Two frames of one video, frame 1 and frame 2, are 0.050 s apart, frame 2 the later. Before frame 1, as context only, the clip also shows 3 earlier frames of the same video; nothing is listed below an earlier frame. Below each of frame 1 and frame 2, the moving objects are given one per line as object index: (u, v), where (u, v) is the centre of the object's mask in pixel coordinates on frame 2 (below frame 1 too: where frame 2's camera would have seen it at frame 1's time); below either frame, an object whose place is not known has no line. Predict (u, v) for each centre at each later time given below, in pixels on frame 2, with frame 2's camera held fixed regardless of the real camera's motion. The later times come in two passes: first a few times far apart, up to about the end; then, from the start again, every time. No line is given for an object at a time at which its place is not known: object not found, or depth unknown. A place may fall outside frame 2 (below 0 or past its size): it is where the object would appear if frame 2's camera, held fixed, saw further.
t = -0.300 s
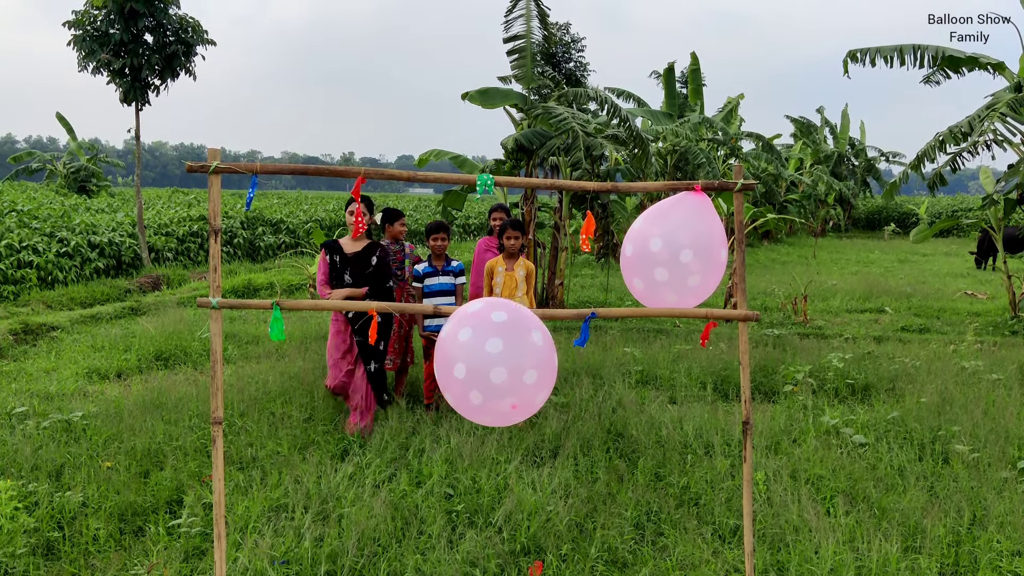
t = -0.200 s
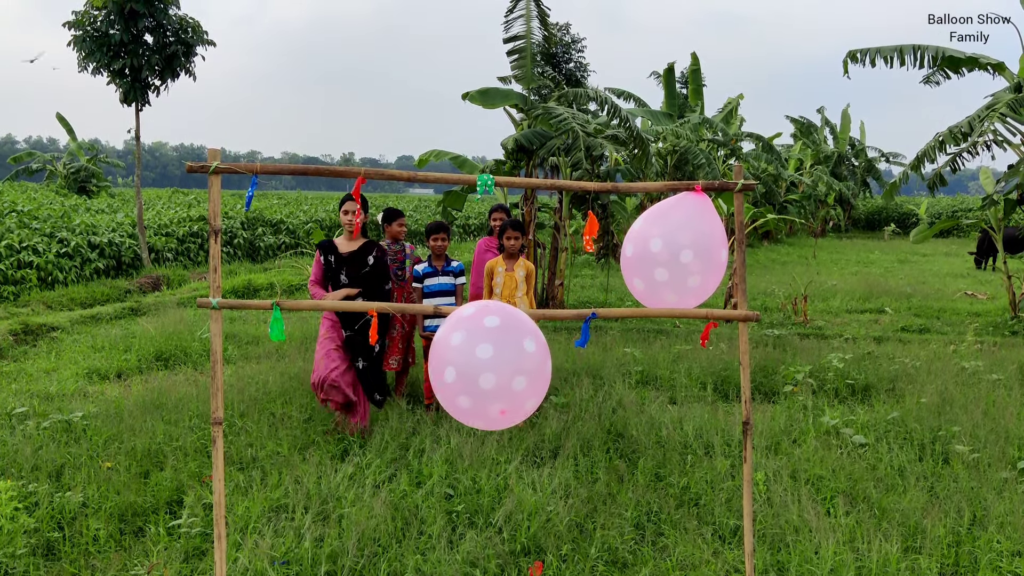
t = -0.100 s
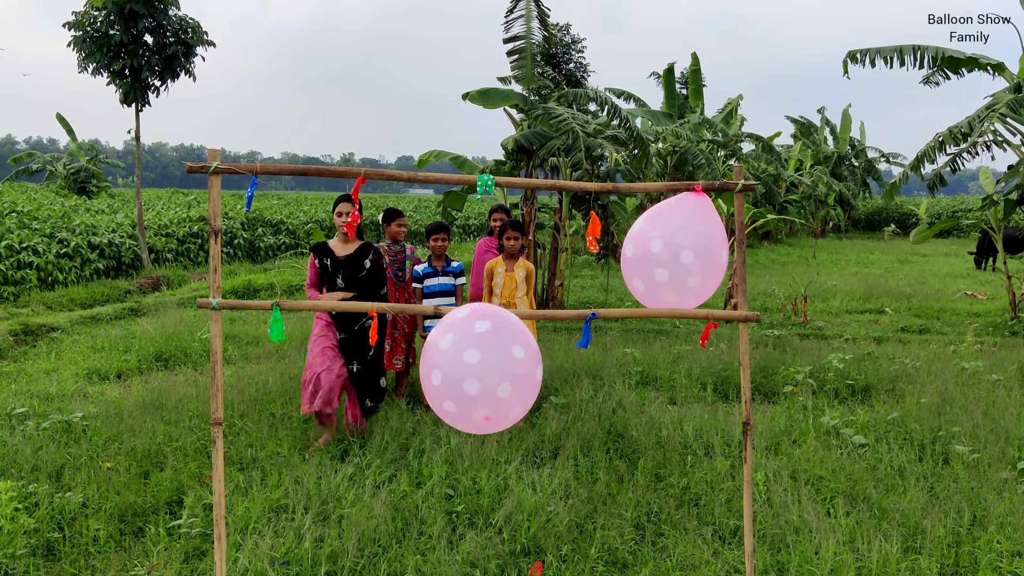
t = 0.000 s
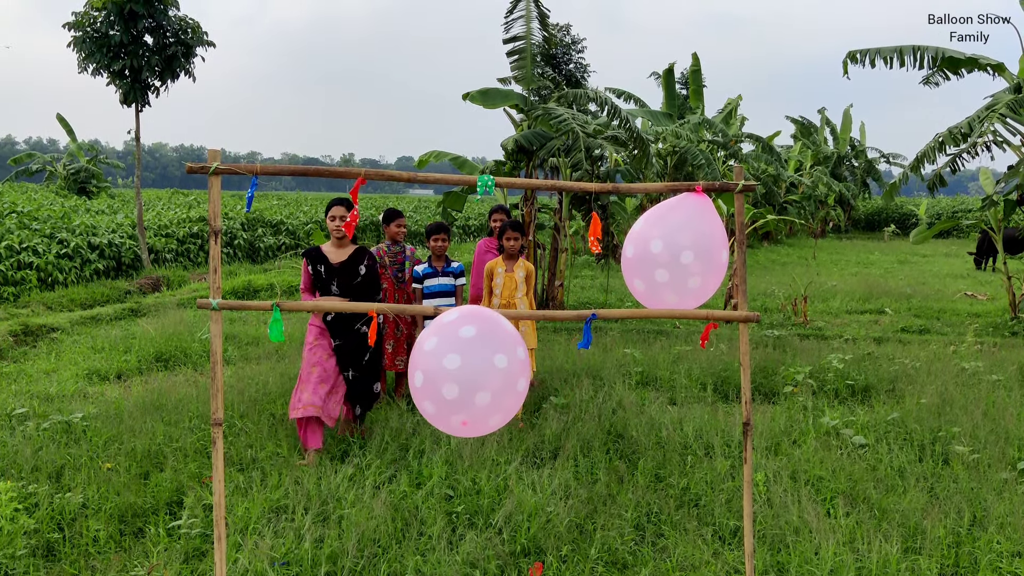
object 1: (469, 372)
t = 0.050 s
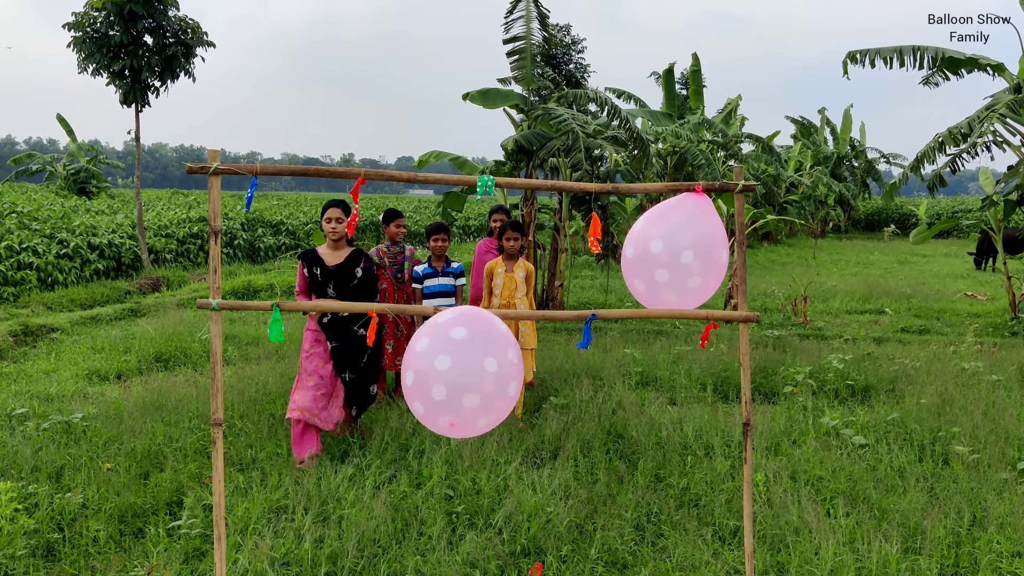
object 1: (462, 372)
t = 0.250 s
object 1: (431, 369)
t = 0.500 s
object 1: (433, 363)
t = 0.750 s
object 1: (461, 360)
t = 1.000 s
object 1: (475, 359)
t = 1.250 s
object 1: (469, 361)
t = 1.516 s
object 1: (444, 368)
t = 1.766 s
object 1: (428, 371)
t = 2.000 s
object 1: (453, 378)
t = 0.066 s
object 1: (460, 372)
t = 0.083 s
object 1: (457, 372)
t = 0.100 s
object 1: (455, 372)
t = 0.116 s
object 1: (452, 372)
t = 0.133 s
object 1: (450, 372)
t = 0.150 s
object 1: (447, 372)
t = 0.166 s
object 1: (444, 371)
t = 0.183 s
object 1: (442, 371)
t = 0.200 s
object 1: (439, 370)
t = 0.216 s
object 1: (436, 370)
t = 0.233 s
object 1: (434, 369)
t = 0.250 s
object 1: (431, 369)
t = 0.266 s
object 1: (429, 368)
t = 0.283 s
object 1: (426, 367)
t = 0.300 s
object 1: (424, 366)
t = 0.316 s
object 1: (423, 366)
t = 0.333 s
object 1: (422, 365)
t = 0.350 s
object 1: (421, 364)
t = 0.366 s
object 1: (421, 364)
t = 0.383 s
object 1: (421, 364)
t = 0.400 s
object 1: (422, 364)
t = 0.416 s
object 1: (423, 363)
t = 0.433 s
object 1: (425, 363)
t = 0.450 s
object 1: (426, 363)
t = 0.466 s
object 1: (428, 363)
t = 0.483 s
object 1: (431, 363)
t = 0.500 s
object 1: (433, 363)
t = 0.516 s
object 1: (435, 362)
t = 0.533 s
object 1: (437, 362)
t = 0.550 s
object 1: (439, 362)
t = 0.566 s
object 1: (441, 362)
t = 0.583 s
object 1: (443, 361)
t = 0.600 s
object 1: (445, 361)
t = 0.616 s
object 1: (447, 361)
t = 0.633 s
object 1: (449, 361)
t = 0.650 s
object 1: (451, 361)
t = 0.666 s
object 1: (453, 361)
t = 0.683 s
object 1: (454, 361)
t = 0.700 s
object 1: (456, 361)
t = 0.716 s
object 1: (458, 360)
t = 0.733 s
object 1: (459, 360)
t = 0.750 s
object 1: (461, 360)
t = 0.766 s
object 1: (462, 360)
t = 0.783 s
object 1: (464, 360)
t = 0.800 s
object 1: (465, 360)
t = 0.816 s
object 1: (466, 360)
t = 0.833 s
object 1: (468, 360)
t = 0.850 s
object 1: (469, 360)
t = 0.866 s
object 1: (470, 360)
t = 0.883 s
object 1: (471, 360)
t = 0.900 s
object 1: (472, 360)
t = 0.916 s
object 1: (472, 360)
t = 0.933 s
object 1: (473, 360)
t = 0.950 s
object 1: (474, 359)
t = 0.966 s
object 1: (474, 359)
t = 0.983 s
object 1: (475, 359)
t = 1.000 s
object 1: (475, 359)
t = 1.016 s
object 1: (475, 359)
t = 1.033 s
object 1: (475, 359)
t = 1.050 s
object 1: (476, 359)
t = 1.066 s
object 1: (475, 359)
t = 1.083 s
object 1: (475, 359)
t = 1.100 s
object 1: (475, 359)
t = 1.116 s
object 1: (475, 359)
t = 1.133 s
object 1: (475, 359)
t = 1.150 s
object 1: (474, 360)
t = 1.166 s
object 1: (473, 360)
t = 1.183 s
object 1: (473, 360)
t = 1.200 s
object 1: (472, 360)
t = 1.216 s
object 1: (471, 361)
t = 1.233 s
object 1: (470, 361)
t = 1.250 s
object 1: (469, 361)
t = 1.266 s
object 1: (468, 362)
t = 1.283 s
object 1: (467, 362)
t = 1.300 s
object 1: (465, 363)
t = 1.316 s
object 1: (464, 363)
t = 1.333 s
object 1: (463, 363)
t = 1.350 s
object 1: (461, 364)
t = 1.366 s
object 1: (460, 364)
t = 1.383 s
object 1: (458, 365)
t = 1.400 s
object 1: (456, 365)
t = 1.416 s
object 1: (455, 366)
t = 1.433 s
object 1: (453, 366)
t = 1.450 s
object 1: (451, 367)
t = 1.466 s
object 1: (449, 367)
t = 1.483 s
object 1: (447, 368)
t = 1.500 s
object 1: (446, 368)
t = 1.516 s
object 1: (444, 368)
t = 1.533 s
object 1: (442, 369)
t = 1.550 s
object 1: (440, 369)
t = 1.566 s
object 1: (438, 369)
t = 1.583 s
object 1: (437, 369)
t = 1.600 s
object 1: (435, 370)
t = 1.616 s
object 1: (433, 370)
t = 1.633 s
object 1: (432, 370)
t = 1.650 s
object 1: (430, 370)
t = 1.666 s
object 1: (429, 370)
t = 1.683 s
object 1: (428, 370)
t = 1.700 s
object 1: (428, 370)
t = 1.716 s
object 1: (427, 370)
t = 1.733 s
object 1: (427, 370)
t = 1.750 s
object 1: (427, 371)
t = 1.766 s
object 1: (428, 371)
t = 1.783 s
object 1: (429, 372)
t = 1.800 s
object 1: (430, 372)
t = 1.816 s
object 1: (431, 373)
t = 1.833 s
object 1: (433, 373)
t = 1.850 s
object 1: (434, 374)
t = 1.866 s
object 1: (436, 374)
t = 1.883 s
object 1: (438, 375)
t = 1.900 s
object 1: (440, 375)
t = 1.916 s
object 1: (442, 376)
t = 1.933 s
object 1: (444, 376)
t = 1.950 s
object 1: (447, 377)
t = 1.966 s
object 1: (449, 377)
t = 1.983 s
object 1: (451, 378)
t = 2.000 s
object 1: (453, 378)
